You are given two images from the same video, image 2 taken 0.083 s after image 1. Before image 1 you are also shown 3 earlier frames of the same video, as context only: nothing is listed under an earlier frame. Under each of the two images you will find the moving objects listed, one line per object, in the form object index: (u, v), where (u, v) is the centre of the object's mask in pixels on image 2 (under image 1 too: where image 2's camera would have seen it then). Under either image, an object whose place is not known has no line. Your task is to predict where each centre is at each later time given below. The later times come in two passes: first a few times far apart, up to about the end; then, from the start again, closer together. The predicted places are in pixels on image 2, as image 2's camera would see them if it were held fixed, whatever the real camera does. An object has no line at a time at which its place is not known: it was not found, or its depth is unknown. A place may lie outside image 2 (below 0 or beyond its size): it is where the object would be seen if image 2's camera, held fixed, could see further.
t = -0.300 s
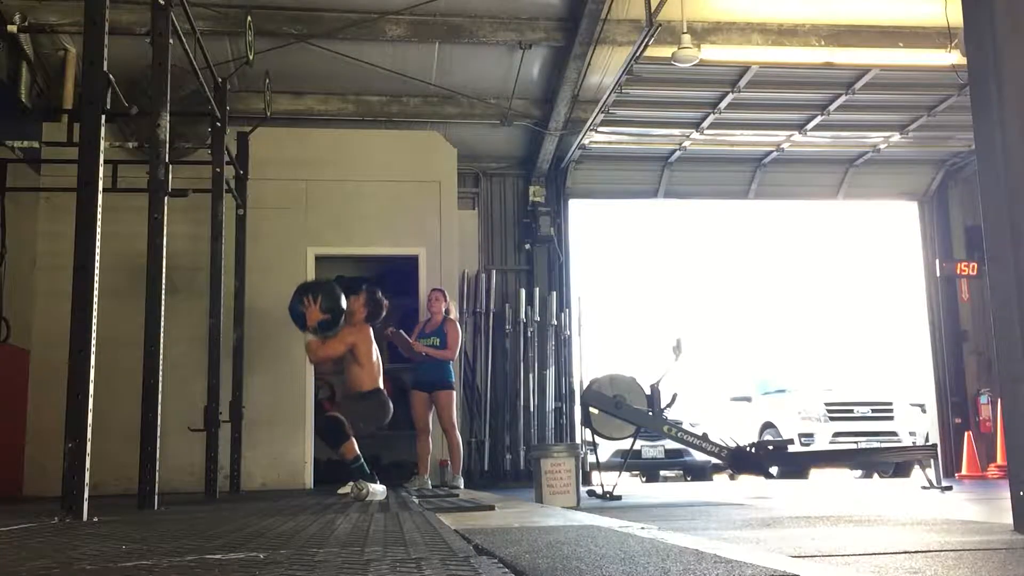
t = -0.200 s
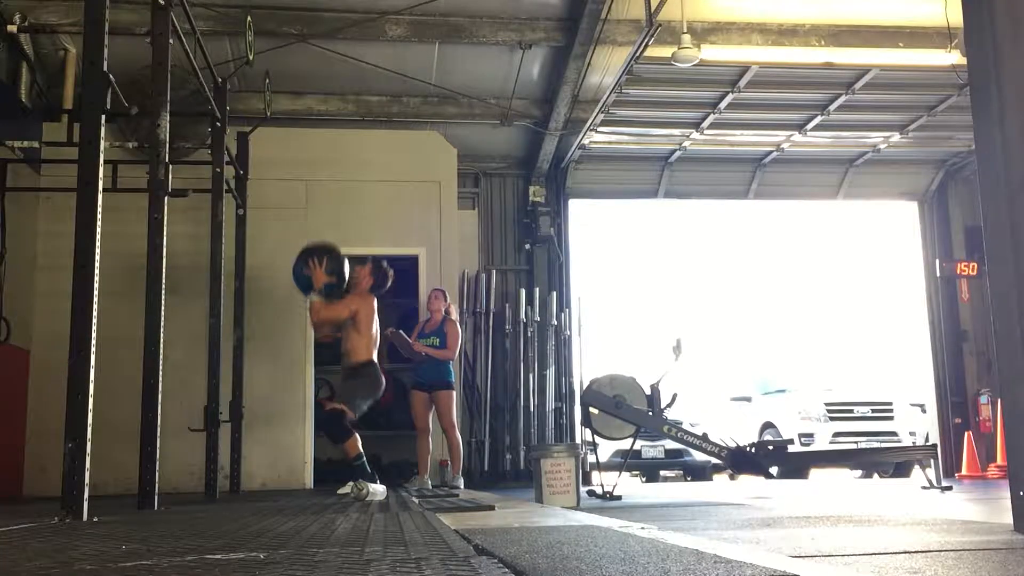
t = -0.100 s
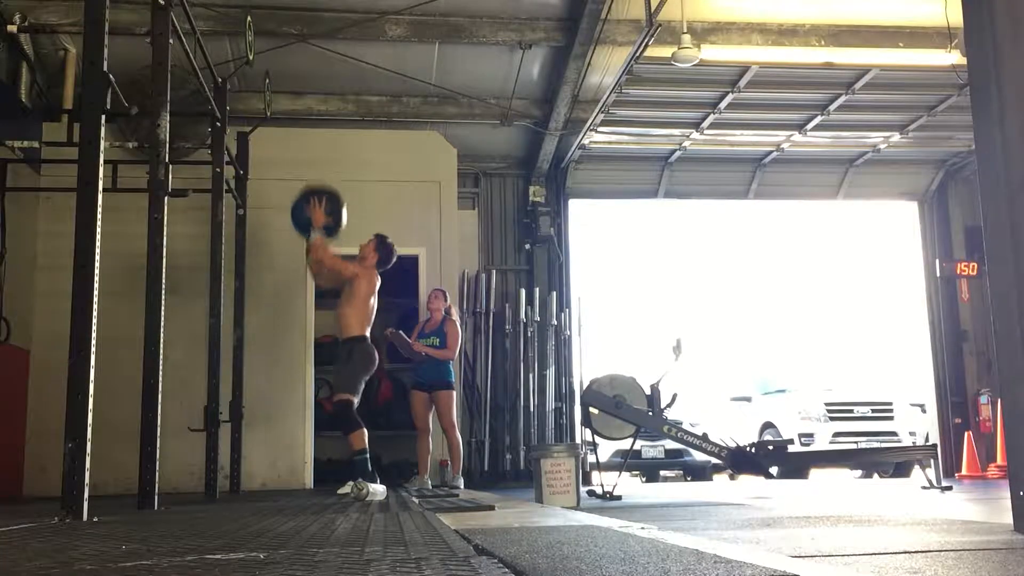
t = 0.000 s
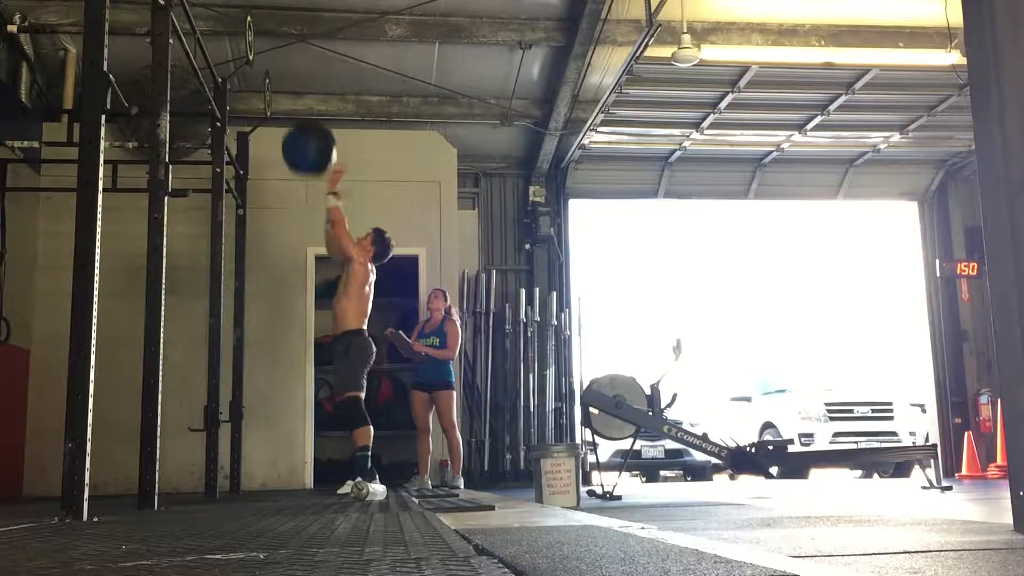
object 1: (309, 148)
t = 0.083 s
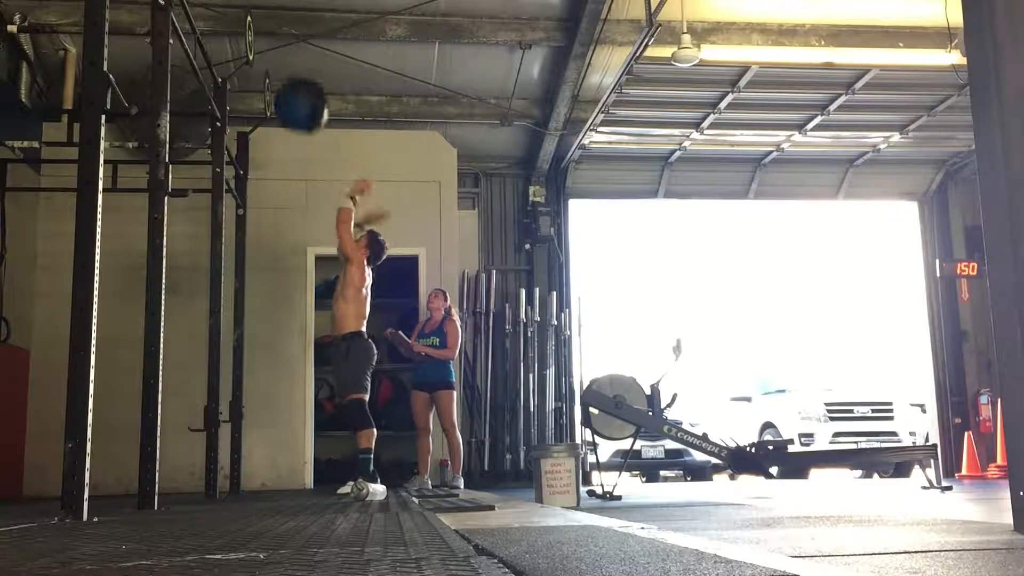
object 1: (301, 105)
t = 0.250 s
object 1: (285, 47)
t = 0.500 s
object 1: (280, 36)
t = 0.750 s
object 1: (297, 107)
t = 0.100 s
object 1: (299, 97)
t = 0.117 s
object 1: (298, 90)
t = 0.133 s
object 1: (297, 83)
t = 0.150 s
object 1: (295, 77)
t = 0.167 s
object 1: (294, 71)
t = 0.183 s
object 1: (292, 67)
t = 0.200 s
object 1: (290, 61)
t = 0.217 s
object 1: (289, 57)
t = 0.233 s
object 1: (287, 52)
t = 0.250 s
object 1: (285, 47)
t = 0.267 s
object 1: (284, 45)
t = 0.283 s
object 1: (282, 42)
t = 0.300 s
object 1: (280, 39)
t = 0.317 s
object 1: (279, 36)
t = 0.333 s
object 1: (278, 35)
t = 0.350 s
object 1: (276, 34)
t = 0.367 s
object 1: (275, 33)
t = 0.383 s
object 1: (275, 32)
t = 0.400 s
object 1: (275, 32)
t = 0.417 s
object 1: (276, 32)
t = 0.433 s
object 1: (276, 32)
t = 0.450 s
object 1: (277, 33)
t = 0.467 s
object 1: (278, 33)
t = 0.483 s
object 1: (279, 34)
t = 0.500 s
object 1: (280, 36)
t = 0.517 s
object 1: (280, 38)
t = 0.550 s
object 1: (283, 44)
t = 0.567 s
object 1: (284, 46)
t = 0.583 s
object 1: (285, 50)
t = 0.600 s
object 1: (287, 55)
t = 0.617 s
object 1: (288, 58)
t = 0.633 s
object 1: (289, 63)
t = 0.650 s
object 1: (290, 68)
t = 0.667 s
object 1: (291, 74)
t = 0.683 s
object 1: (292, 79)
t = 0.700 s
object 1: (293, 86)
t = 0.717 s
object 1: (295, 93)
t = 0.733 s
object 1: (296, 99)
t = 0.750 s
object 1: (297, 107)
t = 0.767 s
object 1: (298, 115)
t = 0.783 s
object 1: (298, 124)
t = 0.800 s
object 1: (299, 132)
